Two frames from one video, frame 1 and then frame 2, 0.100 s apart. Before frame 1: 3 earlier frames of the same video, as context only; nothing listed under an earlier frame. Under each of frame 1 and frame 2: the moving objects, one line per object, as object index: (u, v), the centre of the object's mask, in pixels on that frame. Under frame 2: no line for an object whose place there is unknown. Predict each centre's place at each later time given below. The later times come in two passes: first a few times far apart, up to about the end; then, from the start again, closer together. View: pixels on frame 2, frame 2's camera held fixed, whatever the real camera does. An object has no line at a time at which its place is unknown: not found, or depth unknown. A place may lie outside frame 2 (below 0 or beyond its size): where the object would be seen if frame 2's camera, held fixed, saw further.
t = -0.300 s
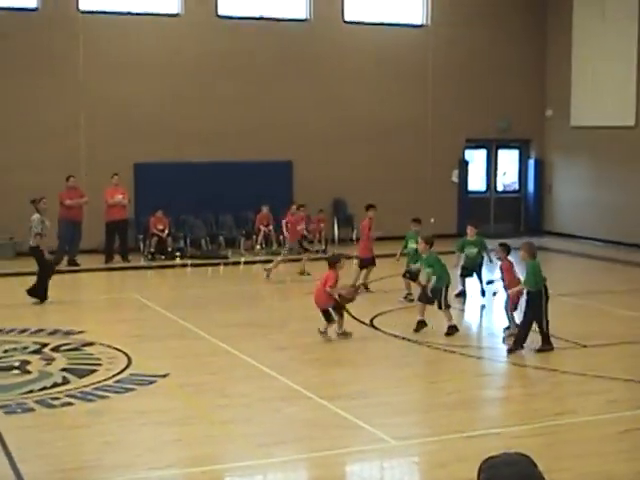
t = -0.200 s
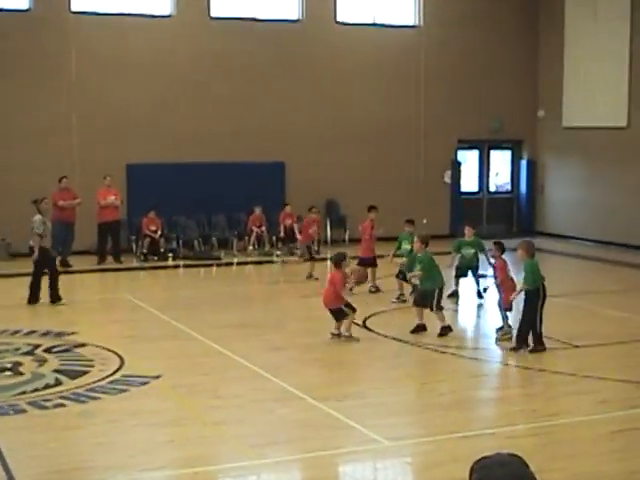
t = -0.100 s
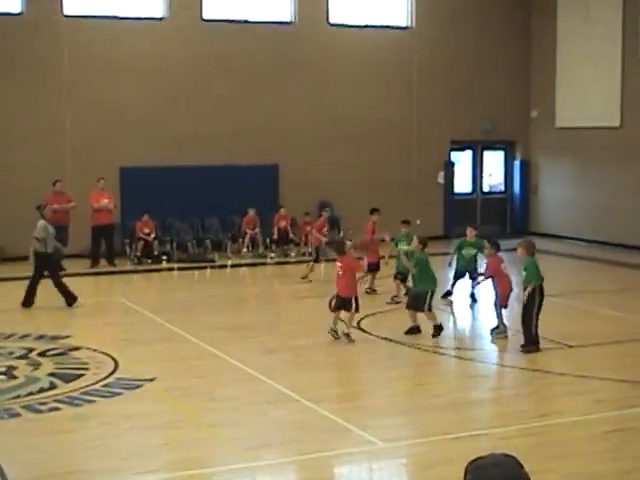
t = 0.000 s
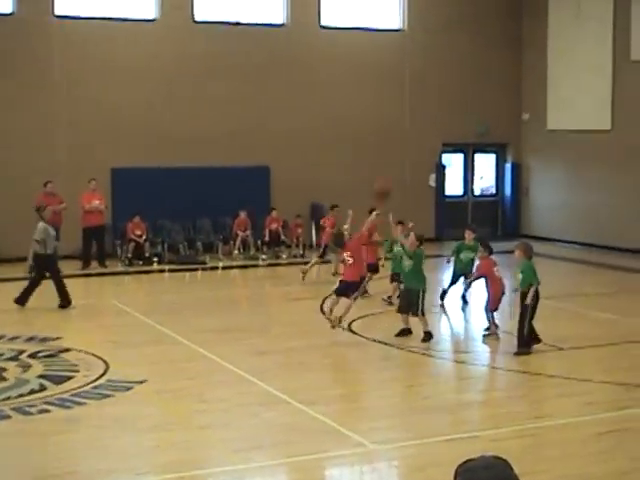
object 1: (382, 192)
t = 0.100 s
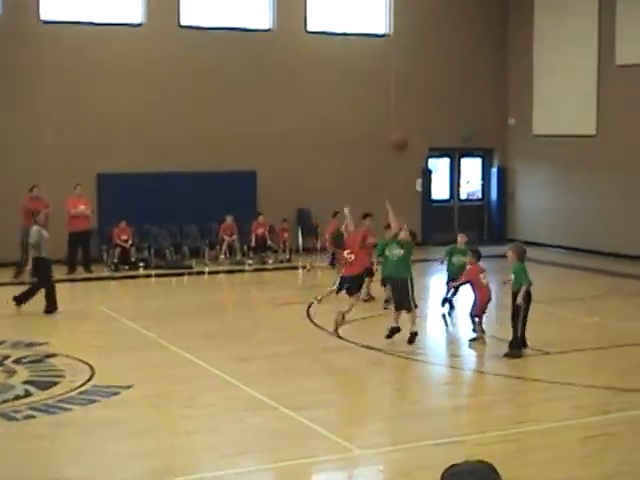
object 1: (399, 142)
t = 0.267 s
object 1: (447, 75)
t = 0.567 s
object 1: (522, 17)
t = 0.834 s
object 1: (588, 20)
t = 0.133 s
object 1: (411, 130)
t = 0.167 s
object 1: (420, 113)
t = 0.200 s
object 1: (432, 98)
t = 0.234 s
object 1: (439, 88)
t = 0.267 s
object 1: (447, 75)
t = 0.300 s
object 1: (454, 66)
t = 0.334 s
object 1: (463, 53)
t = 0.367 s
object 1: (473, 44)
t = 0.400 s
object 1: (480, 38)
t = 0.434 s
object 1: (489, 32)
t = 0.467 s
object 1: (498, 27)
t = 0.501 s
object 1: (503, 22)
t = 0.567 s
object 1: (522, 17)
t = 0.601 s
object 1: (531, 14)
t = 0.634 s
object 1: (539, 11)
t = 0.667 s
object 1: (547, 12)
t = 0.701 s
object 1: (555, 11)
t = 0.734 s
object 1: (564, 13)
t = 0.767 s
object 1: (573, 15)
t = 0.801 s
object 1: (579, 17)
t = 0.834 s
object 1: (588, 20)
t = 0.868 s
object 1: (596, 24)
